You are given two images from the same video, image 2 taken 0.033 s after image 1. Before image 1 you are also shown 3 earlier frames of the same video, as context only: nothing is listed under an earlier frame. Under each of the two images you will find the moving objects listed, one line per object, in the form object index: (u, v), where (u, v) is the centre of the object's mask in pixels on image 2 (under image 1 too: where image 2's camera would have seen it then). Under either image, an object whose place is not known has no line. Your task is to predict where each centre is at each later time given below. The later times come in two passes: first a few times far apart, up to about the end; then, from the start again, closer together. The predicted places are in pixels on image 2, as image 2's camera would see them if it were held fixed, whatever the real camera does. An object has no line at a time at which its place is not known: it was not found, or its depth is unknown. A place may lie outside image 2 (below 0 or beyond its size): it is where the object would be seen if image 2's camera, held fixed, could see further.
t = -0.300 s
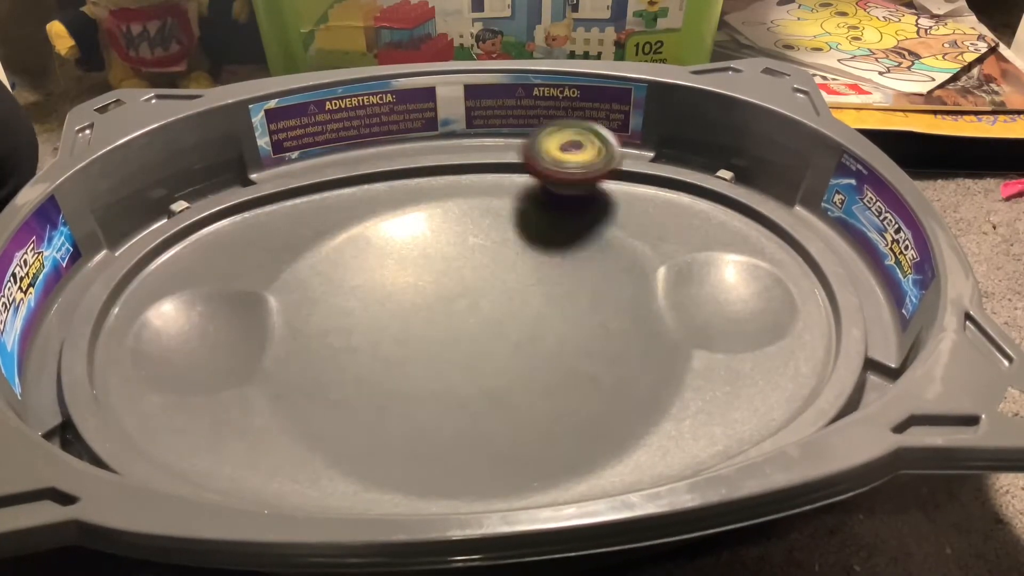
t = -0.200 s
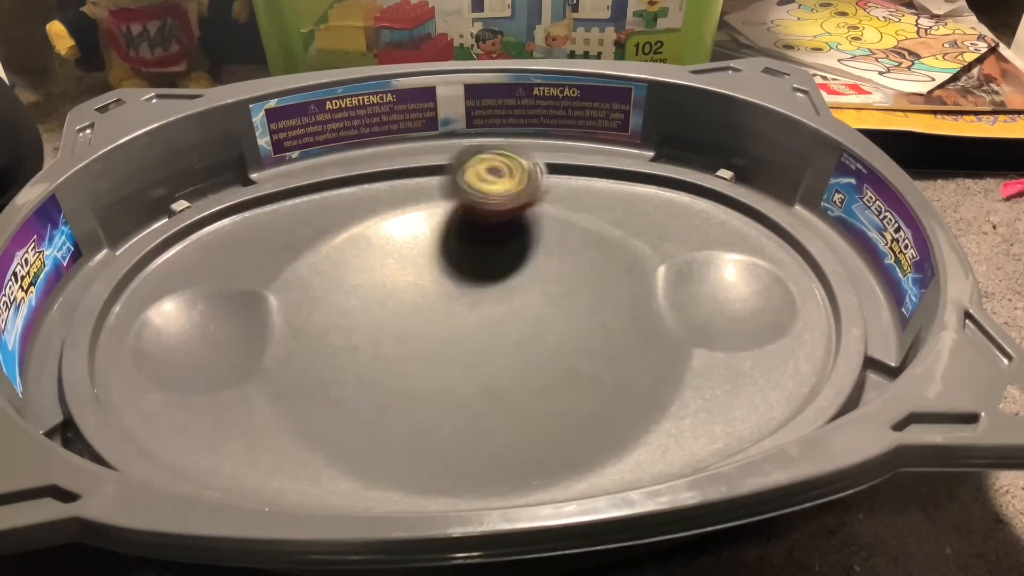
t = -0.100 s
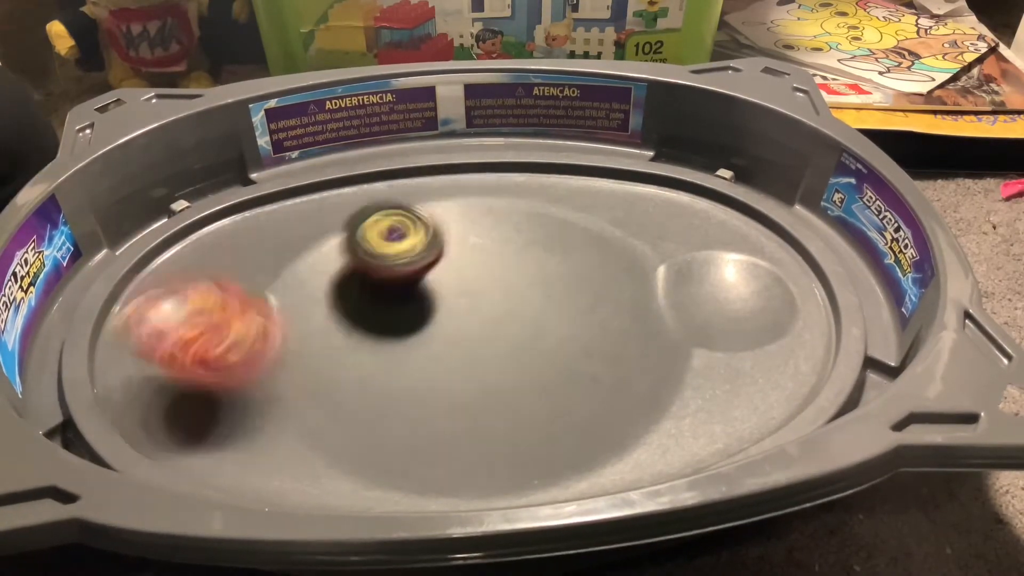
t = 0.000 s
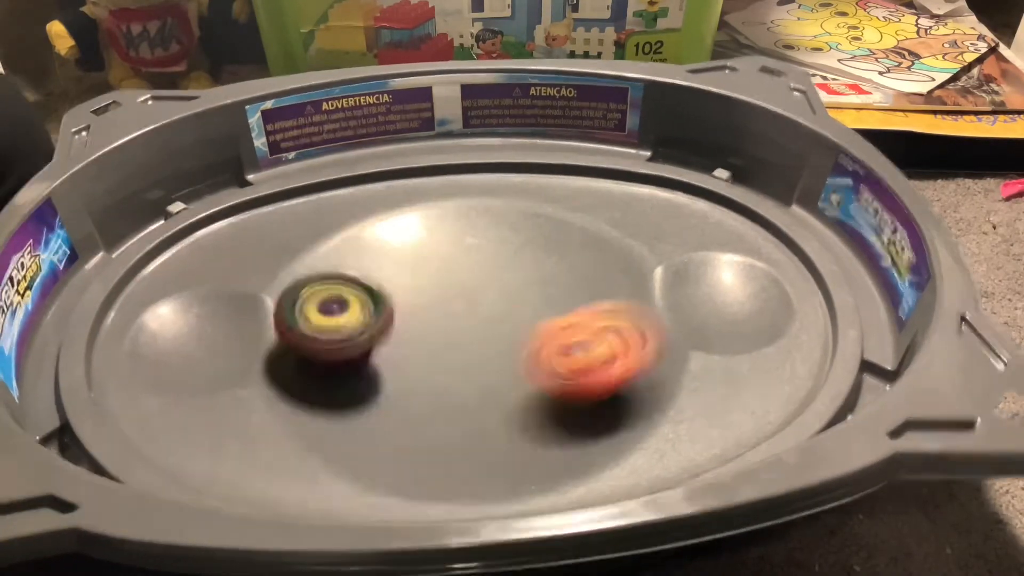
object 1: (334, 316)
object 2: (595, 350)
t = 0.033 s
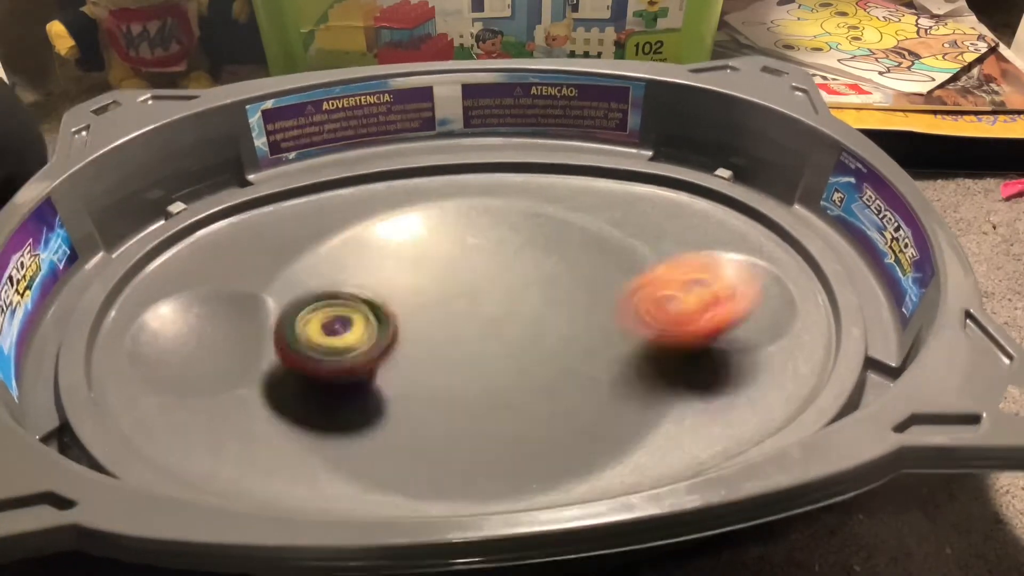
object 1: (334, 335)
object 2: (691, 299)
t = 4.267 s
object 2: (285, 456)
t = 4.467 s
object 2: (700, 406)
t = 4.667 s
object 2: (713, 293)
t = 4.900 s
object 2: (683, 252)
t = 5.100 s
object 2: (582, 300)
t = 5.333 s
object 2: (496, 271)
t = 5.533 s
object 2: (542, 292)
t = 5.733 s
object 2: (515, 262)
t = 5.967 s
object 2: (593, 308)
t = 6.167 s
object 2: (563, 284)
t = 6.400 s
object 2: (578, 326)
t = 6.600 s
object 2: (538, 323)
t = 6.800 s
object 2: (496, 397)
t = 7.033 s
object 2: (415, 377)
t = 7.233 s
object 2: (415, 326)
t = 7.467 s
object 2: (491, 270)
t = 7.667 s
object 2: (510, 276)
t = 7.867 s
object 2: (516, 314)
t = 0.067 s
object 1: (345, 363)
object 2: (787, 251)
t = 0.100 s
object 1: (371, 382)
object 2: (844, 226)
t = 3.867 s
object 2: (484, 150)
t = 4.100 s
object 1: (459, 293)
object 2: (92, 281)
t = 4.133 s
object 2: (90, 330)
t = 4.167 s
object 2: (100, 371)
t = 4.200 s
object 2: (145, 413)
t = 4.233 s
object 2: (210, 442)
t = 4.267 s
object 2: (285, 456)
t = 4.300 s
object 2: (370, 466)
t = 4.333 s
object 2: (451, 467)
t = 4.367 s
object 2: (532, 459)
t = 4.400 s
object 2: (606, 443)
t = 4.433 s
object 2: (656, 425)
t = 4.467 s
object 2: (700, 406)
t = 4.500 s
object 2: (728, 384)
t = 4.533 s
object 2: (739, 363)
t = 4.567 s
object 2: (742, 342)
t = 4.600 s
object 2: (736, 323)
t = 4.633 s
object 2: (723, 305)
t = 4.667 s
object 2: (713, 293)
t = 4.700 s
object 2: (709, 280)
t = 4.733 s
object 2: (709, 266)
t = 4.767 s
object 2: (707, 254)
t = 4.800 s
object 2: (703, 245)
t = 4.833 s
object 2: (697, 241)
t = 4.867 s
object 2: (691, 244)
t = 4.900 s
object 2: (683, 252)
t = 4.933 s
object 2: (671, 262)
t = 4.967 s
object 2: (658, 271)
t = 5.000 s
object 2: (637, 284)
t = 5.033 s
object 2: (613, 293)
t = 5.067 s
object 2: (590, 302)
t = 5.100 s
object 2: (582, 300)
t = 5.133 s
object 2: (573, 298)
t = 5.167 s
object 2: (564, 295)
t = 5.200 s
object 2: (554, 290)
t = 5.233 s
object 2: (545, 284)
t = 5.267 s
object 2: (533, 276)
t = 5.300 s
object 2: (516, 270)
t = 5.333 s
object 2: (496, 271)
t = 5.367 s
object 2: (474, 278)
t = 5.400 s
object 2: (460, 289)
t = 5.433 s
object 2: (475, 292)
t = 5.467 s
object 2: (497, 297)
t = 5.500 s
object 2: (521, 297)
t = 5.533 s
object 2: (542, 292)
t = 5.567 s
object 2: (558, 284)
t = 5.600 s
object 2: (567, 273)
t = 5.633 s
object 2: (566, 263)
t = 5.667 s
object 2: (555, 256)
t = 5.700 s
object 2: (536, 255)
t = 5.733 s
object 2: (515, 262)
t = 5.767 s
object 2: (493, 276)
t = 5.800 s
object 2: (481, 292)
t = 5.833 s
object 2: (498, 297)
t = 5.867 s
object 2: (522, 303)
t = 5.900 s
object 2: (546, 309)
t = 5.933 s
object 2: (569, 311)
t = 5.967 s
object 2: (593, 308)
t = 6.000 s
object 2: (610, 302)
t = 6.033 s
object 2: (621, 293)
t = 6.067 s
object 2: (620, 283)
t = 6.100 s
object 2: (608, 277)
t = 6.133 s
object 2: (588, 277)
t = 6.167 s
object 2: (563, 284)
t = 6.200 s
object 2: (537, 295)
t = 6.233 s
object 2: (517, 306)
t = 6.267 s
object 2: (529, 312)
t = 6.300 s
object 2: (543, 318)
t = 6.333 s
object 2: (555, 323)
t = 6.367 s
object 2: (570, 326)
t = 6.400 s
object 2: (578, 326)
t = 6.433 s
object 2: (582, 324)
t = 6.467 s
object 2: (582, 322)
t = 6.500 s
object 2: (576, 321)
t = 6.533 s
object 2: (568, 320)
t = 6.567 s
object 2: (554, 320)
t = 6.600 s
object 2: (538, 323)
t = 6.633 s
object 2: (527, 343)
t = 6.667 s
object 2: (525, 361)
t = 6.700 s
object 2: (517, 378)
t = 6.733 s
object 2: (510, 385)
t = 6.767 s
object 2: (505, 393)
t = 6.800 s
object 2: (496, 397)
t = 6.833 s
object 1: (463, 213)
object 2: (484, 392)
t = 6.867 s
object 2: (475, 393)
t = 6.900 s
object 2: (461, 392)
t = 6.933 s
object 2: (442, 388)
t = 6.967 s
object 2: (429, 391)
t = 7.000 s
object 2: (423, 385)
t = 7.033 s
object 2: (415, 377)
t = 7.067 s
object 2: (409, 366)
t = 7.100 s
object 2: (409, 358)
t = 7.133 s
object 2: (412, 351)
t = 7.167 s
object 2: (413, 346)
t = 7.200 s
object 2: (411, 332)
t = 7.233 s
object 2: (415, 326)
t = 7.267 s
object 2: (423, 319)
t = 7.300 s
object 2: (433, 309)
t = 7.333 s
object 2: (444, 303)
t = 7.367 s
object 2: (457, 295)
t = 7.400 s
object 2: (469, 286)
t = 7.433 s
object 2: (480, 281)
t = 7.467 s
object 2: (491, 270)
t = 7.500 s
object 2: (499, 270)
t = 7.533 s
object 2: (505, 265)
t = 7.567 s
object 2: (509, 267)
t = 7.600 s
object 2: (510, 267)
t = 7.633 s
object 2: (510, 270)
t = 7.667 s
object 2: (510, 276)
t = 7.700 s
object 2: (506, 281)
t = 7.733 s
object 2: (506, 285)
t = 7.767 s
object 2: (507, 292)
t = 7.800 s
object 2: (507, 303)
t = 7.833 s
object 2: (511, 308)
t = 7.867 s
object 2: (516, 314)
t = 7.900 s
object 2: (522, 327)
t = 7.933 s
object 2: (520, 334)
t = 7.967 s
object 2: (514, 339)
